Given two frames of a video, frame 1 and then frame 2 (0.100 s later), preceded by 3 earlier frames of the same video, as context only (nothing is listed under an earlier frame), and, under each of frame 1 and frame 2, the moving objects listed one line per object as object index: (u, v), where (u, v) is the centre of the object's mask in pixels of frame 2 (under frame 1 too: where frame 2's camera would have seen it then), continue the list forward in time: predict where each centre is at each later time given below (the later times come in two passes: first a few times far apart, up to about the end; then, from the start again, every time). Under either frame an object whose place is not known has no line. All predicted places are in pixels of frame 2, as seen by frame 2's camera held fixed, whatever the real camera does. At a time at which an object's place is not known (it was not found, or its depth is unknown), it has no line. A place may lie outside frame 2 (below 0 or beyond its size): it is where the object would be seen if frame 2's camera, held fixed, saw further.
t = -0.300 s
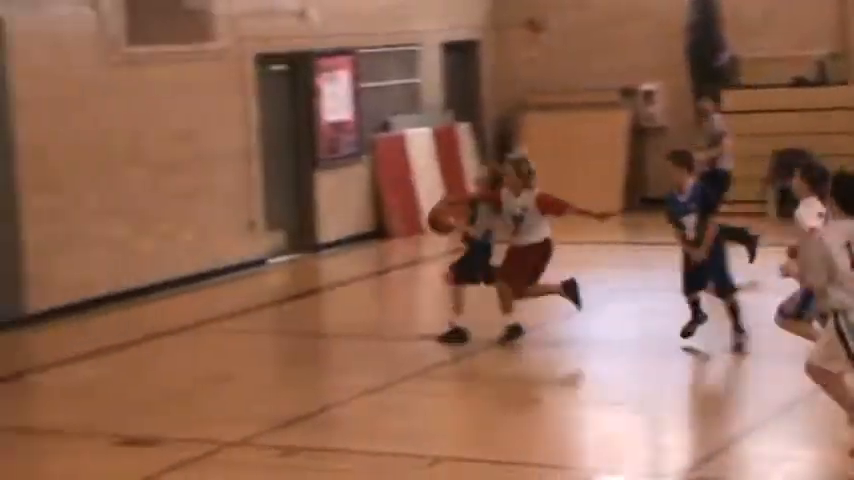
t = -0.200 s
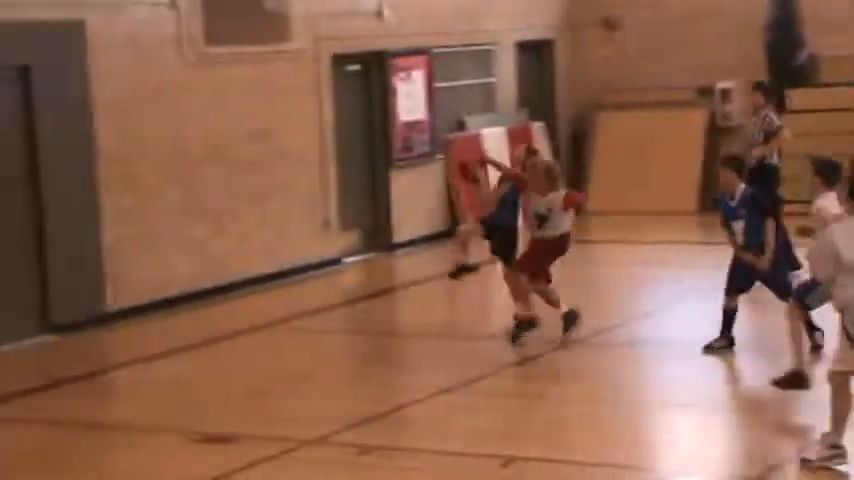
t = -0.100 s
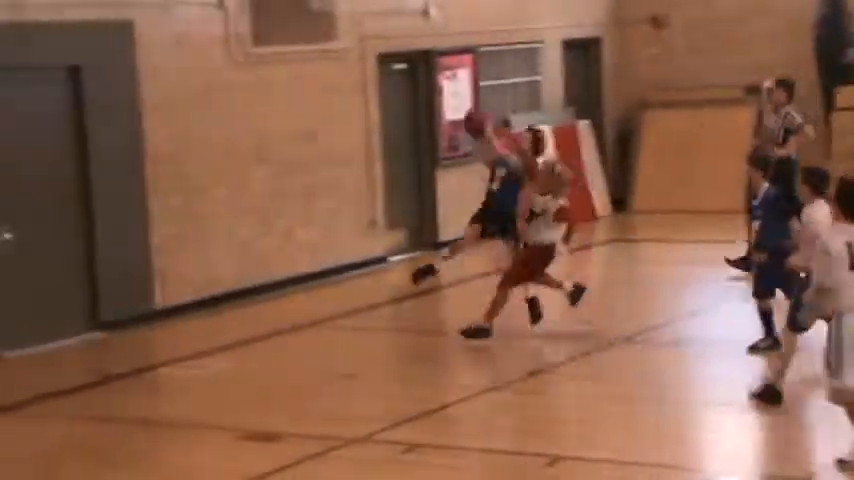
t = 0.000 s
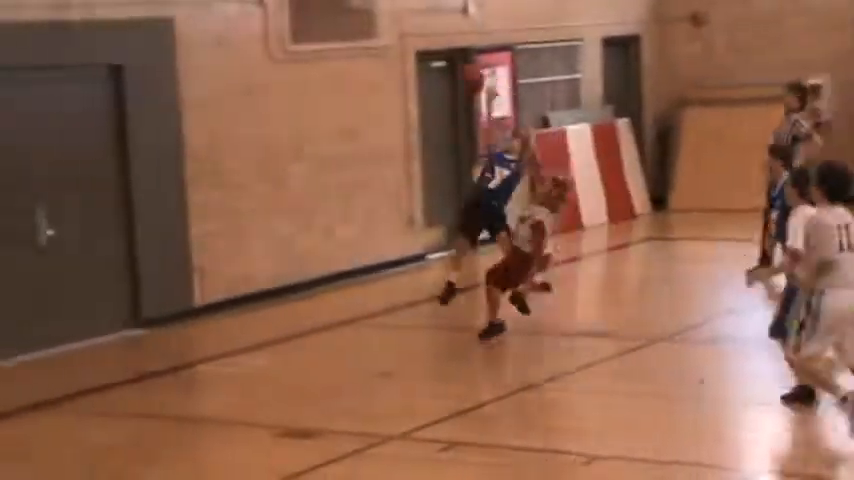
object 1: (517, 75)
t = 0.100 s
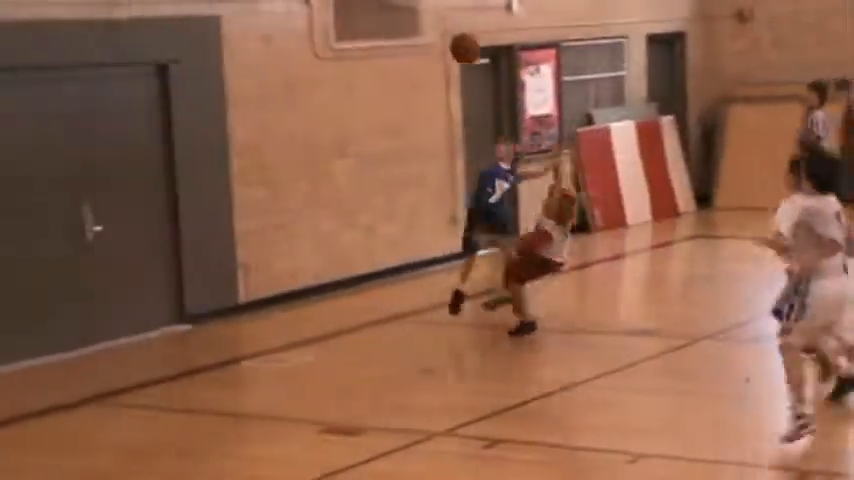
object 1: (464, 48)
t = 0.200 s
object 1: (415, 30)
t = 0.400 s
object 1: (313, 38)
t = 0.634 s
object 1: (191, 118)
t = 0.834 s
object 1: (91, 255)
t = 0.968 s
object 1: (16, 380)
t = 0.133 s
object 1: (448, 40)
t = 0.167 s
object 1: (431, 35)
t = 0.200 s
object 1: (415, 30)
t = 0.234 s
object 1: (398, 29)
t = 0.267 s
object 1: (381, 27)
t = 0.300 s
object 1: (363, 29)
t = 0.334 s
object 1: (346, 30)
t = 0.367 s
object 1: (329, 34)
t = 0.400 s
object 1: (313, 38)
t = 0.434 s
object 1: (296, 45)
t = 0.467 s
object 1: (279, 53)
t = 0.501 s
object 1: (262, 62)
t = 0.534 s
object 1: (245, 74)
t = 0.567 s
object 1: (228, 87)
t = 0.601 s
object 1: (211, 101)
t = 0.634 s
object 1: (191, 118)
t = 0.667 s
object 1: (181, 135)
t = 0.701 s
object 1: (159, 155)
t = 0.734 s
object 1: (140, 180)
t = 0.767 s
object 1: (126, 202)
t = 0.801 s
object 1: (104, 228)
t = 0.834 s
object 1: (91, 255)
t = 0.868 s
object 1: (73, 282)
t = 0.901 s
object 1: (57, 312)
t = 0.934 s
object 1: (39, 342)
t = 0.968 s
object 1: (16, 380)
